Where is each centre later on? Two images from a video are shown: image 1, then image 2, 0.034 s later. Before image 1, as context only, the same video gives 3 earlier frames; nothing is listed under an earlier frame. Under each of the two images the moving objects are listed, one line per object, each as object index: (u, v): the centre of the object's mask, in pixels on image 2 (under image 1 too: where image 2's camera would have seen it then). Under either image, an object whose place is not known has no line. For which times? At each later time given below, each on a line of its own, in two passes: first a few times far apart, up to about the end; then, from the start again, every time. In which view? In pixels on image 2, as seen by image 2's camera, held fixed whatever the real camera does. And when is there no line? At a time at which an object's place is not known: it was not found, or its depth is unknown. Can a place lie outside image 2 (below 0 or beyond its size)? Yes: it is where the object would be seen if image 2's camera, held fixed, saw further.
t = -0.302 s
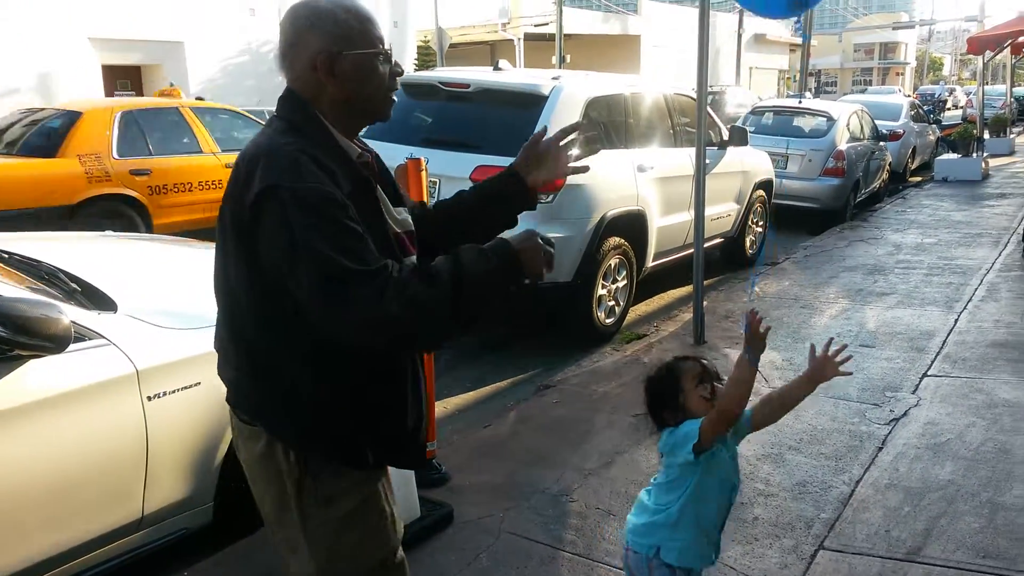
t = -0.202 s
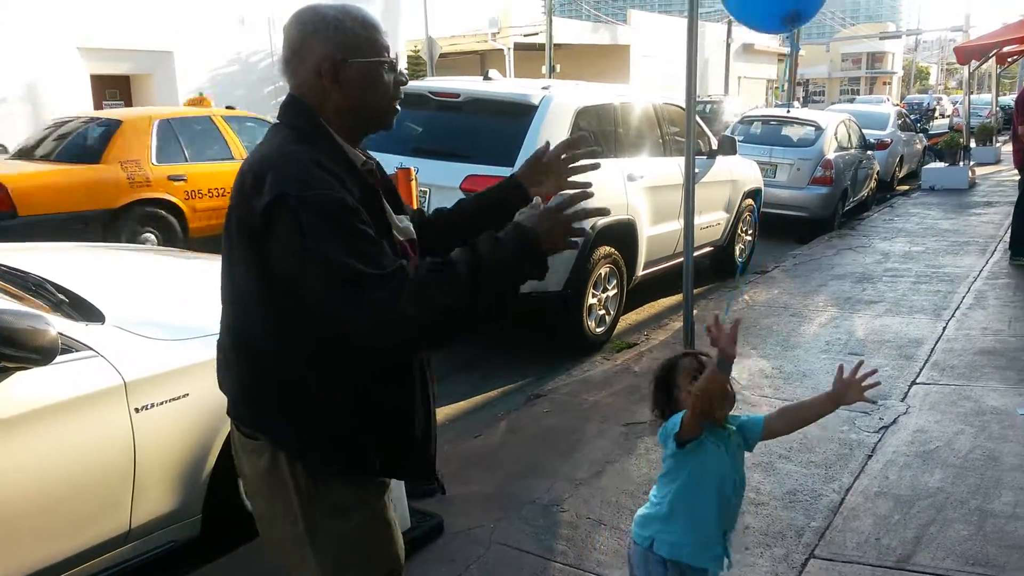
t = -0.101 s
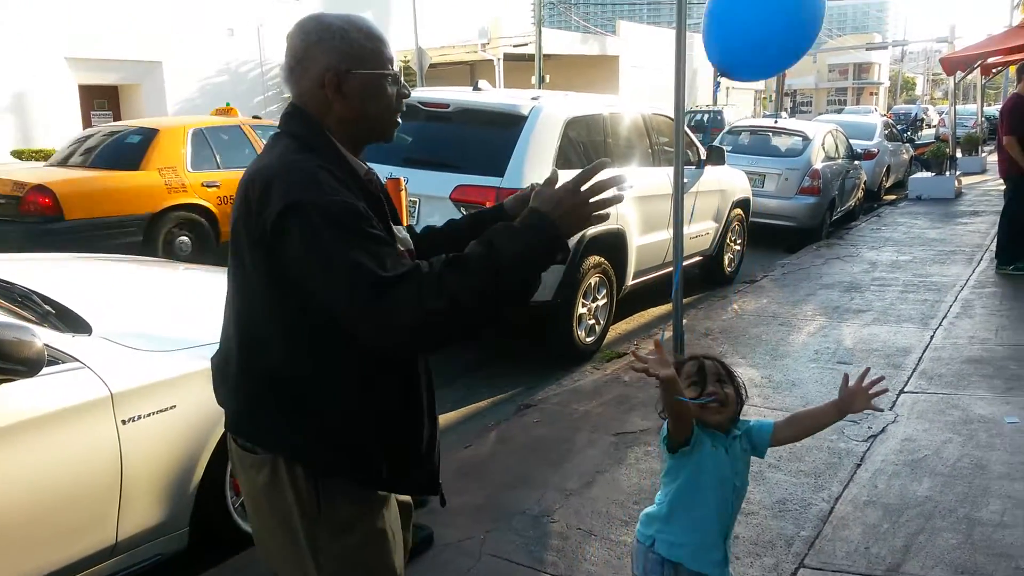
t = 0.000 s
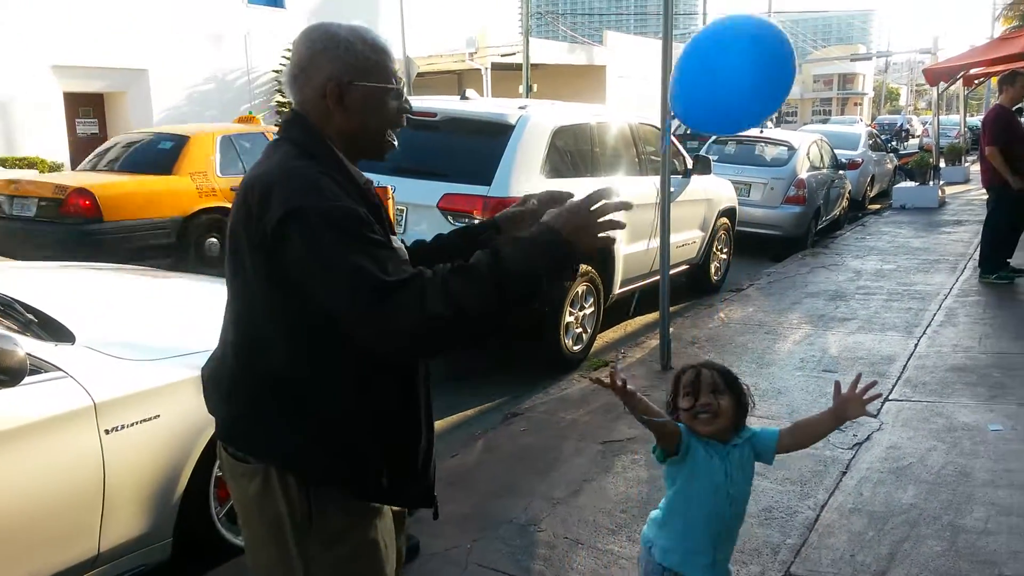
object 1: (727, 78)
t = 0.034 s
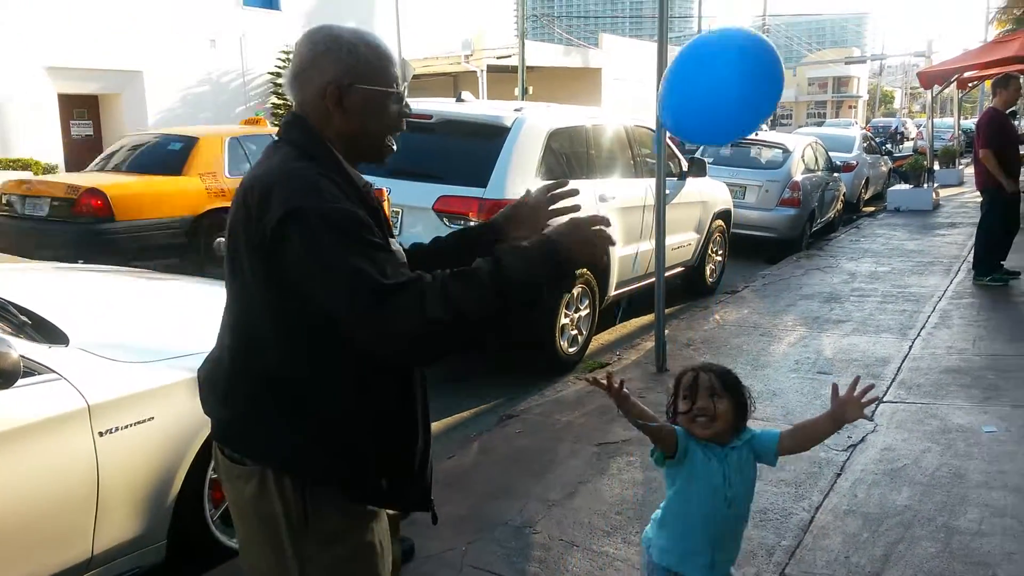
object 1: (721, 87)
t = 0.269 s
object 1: (686, 58)
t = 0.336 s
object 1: (685, 33)
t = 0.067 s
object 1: (714, 92)
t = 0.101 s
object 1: (707, 94)
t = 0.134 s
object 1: (702, 93)
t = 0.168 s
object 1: (696, 88)
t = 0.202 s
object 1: (691, 81)
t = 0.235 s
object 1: (688, 71)
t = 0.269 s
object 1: (686, 58)
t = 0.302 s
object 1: (685, 44)
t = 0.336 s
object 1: (685, 33)
